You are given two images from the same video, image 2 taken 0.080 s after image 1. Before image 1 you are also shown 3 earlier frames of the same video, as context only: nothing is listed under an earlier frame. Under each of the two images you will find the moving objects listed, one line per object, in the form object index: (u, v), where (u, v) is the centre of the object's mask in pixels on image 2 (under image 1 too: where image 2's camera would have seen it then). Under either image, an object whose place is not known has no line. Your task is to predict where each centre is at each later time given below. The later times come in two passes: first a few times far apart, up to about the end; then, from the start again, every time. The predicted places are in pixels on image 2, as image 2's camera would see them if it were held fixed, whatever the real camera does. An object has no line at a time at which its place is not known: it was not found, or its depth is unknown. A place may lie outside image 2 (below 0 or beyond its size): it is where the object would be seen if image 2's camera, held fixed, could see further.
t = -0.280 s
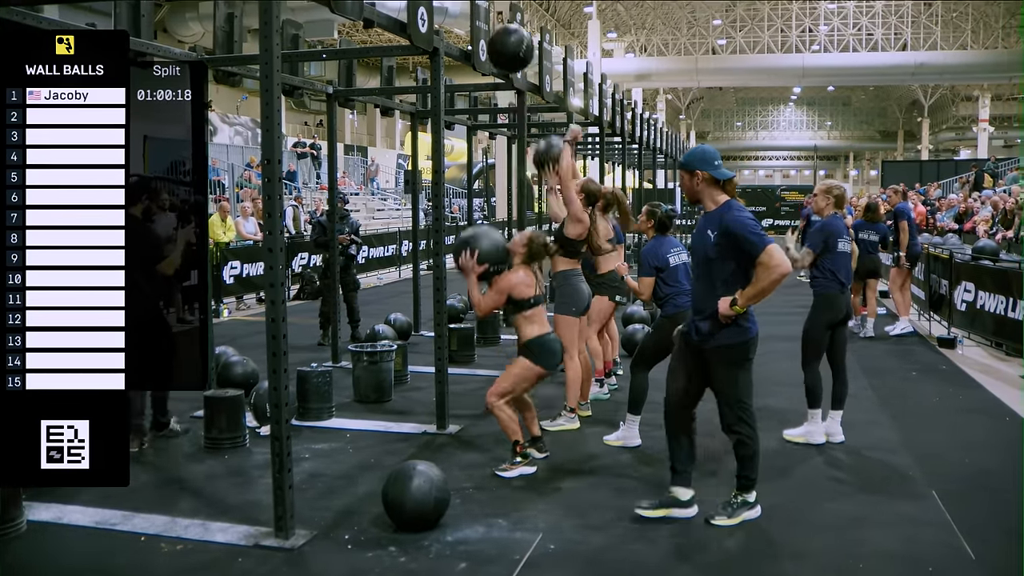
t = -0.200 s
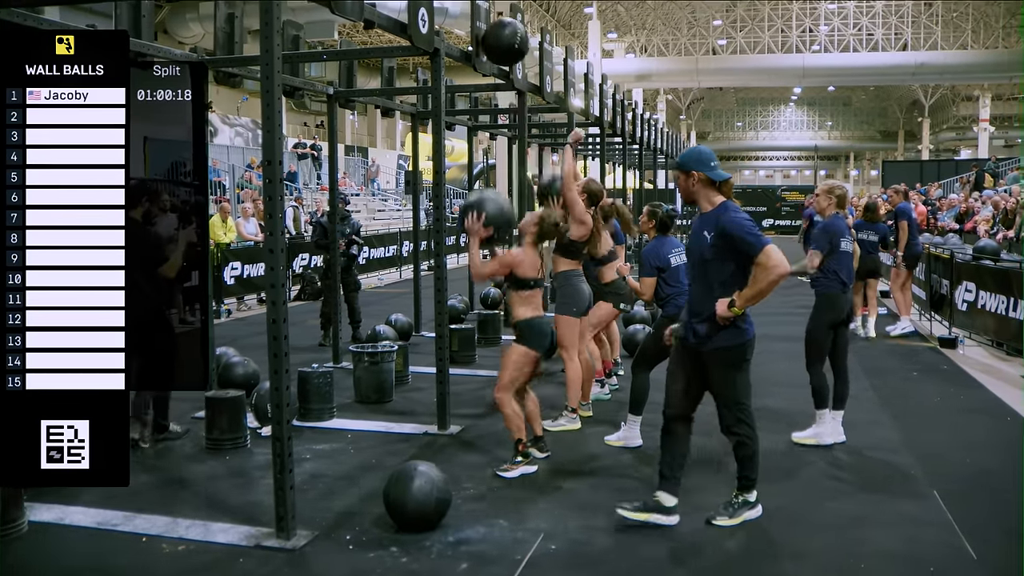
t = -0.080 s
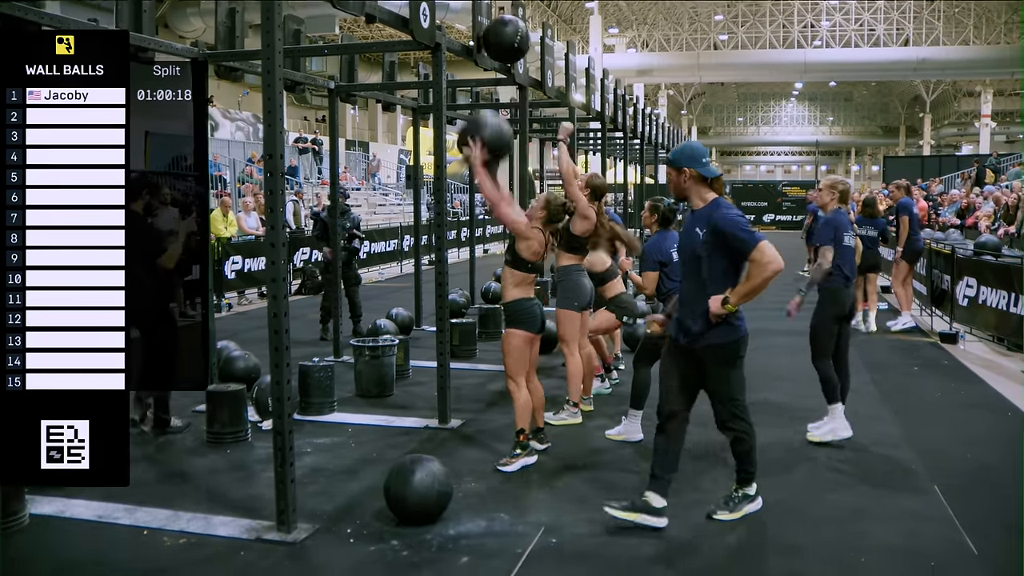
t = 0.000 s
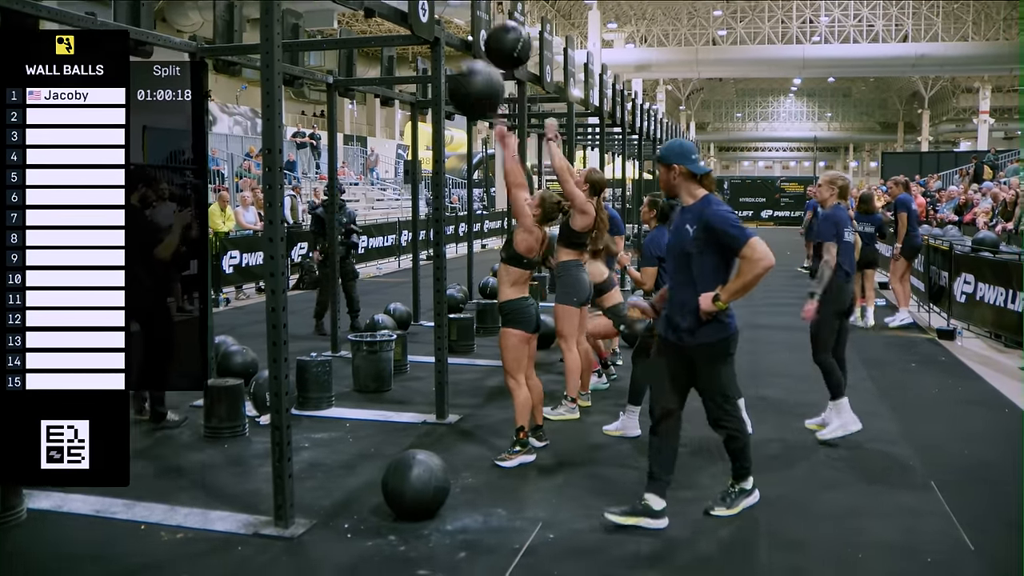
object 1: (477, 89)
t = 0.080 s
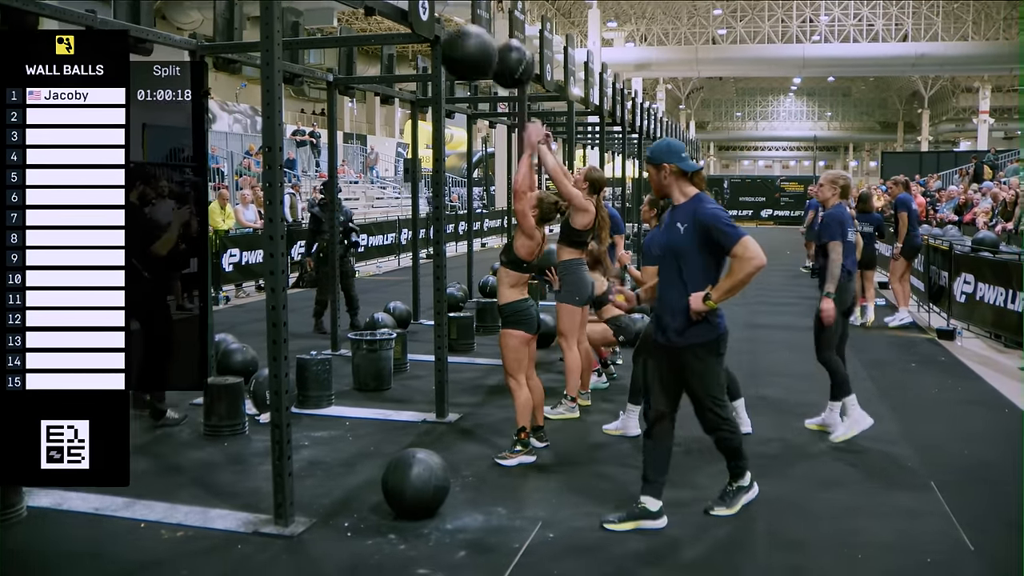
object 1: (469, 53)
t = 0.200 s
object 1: (458, 24)
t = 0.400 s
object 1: (456, 27)
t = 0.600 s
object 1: (469, 92)
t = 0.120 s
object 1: (466, 40)
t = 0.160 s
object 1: (462, 29)
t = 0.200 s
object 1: (458, 24)
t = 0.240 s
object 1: (456, 20)
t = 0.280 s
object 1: (450, 20)
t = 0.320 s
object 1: (449, 21)
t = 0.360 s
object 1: (452, 22)
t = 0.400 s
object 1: (456, 27)
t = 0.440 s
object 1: (459, 33)
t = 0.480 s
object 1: (462, 42)
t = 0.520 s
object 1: (463, 56)
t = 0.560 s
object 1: (467, 73)
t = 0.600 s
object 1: (469, 92)
